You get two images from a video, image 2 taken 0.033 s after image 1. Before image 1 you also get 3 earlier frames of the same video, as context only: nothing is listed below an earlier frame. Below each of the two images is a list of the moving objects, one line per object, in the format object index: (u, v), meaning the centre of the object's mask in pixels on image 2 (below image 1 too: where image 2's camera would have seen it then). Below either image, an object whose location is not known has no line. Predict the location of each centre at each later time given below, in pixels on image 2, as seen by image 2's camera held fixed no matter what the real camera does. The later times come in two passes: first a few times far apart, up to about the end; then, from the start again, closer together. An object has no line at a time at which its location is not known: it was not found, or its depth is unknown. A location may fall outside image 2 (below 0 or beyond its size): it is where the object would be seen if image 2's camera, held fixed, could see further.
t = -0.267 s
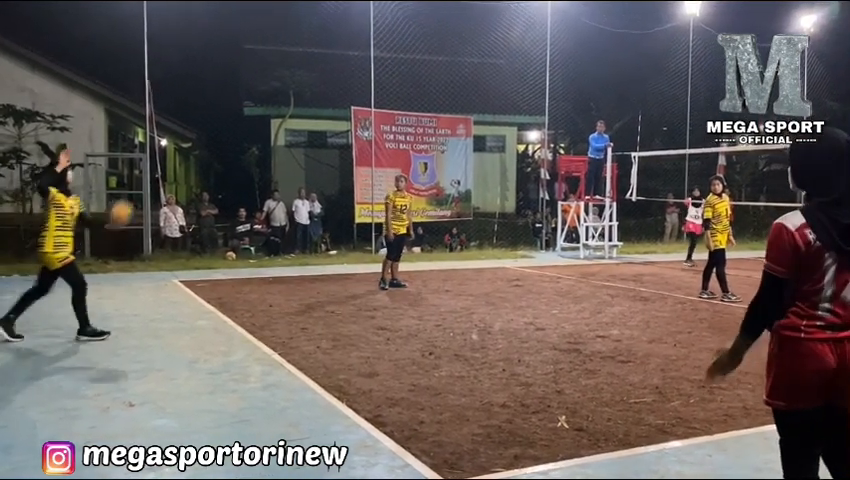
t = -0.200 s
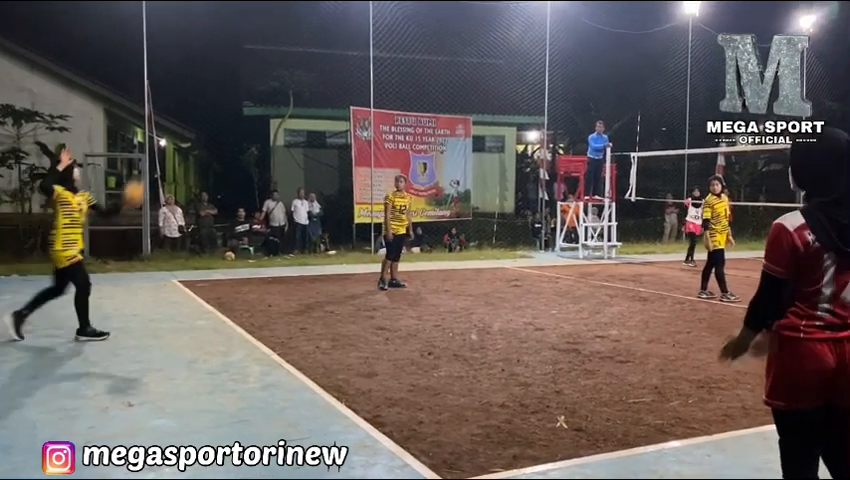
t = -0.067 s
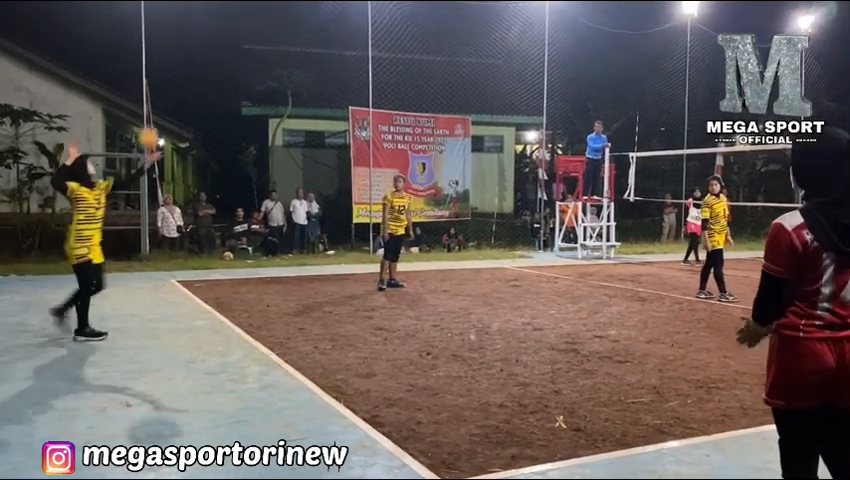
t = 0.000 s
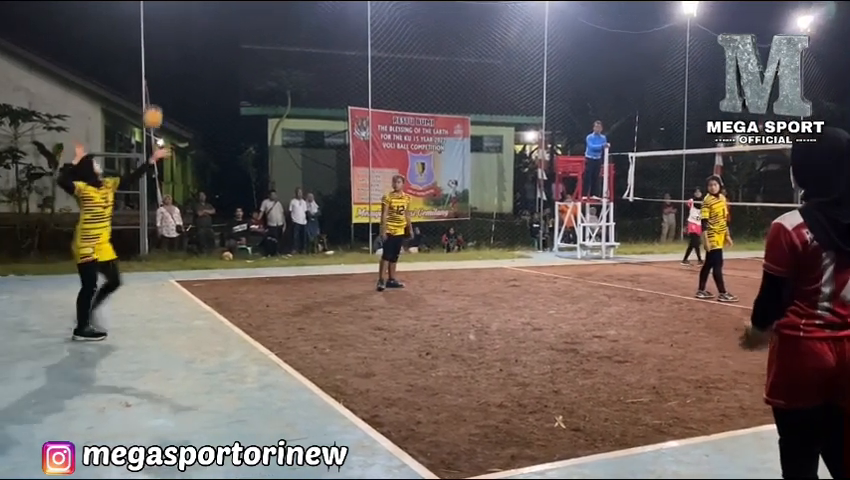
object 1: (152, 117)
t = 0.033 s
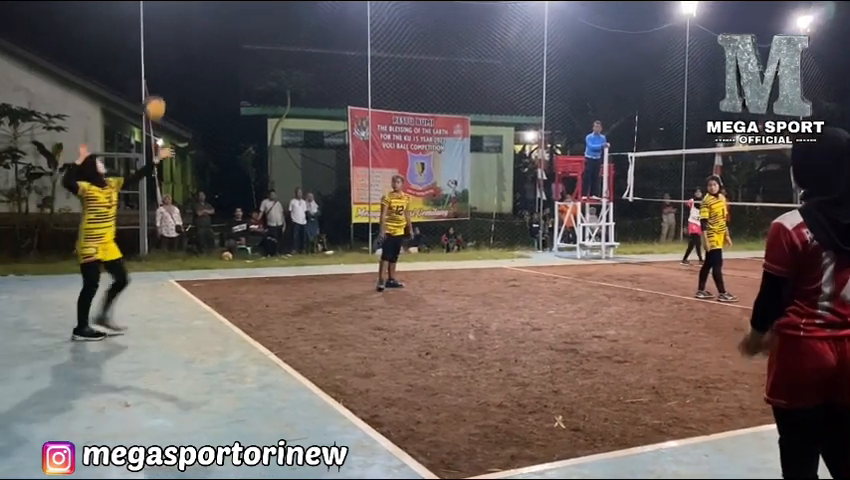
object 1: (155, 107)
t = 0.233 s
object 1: (171, 81)
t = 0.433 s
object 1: (188, 95)
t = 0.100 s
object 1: (160, 93)
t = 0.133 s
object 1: (163, 88)
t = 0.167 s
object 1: (165, 84)
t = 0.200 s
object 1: (168, 82)
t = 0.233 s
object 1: (171, 81)
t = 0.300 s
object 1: (176, 81)
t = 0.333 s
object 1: (179, 83)
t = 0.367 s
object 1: (182, 86)
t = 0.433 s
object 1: (188, 95)
